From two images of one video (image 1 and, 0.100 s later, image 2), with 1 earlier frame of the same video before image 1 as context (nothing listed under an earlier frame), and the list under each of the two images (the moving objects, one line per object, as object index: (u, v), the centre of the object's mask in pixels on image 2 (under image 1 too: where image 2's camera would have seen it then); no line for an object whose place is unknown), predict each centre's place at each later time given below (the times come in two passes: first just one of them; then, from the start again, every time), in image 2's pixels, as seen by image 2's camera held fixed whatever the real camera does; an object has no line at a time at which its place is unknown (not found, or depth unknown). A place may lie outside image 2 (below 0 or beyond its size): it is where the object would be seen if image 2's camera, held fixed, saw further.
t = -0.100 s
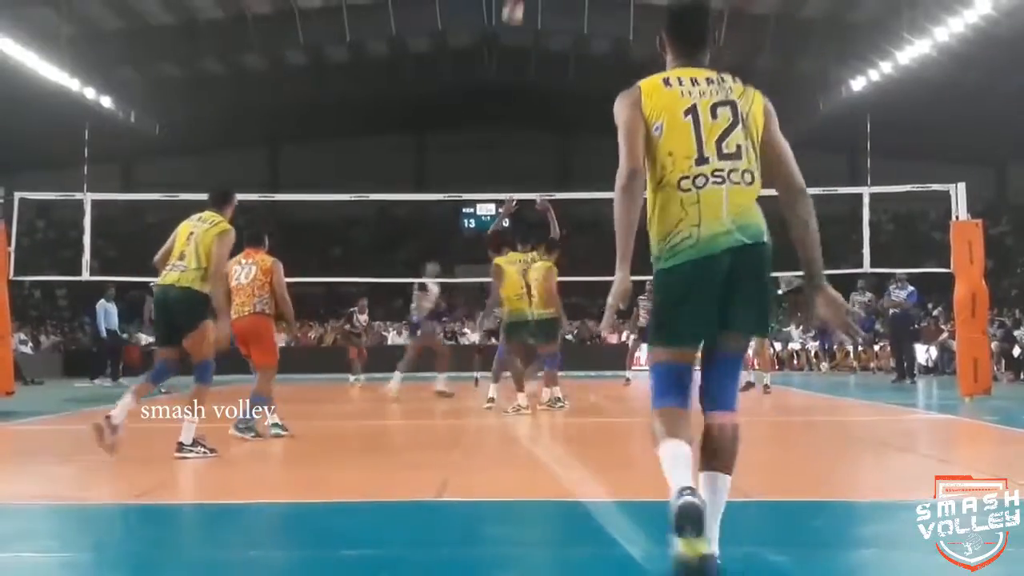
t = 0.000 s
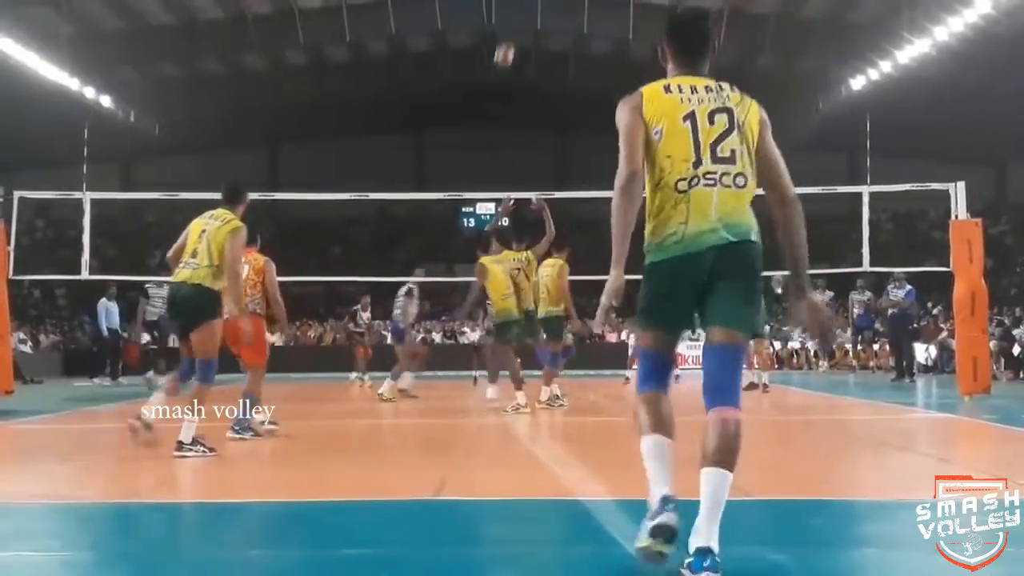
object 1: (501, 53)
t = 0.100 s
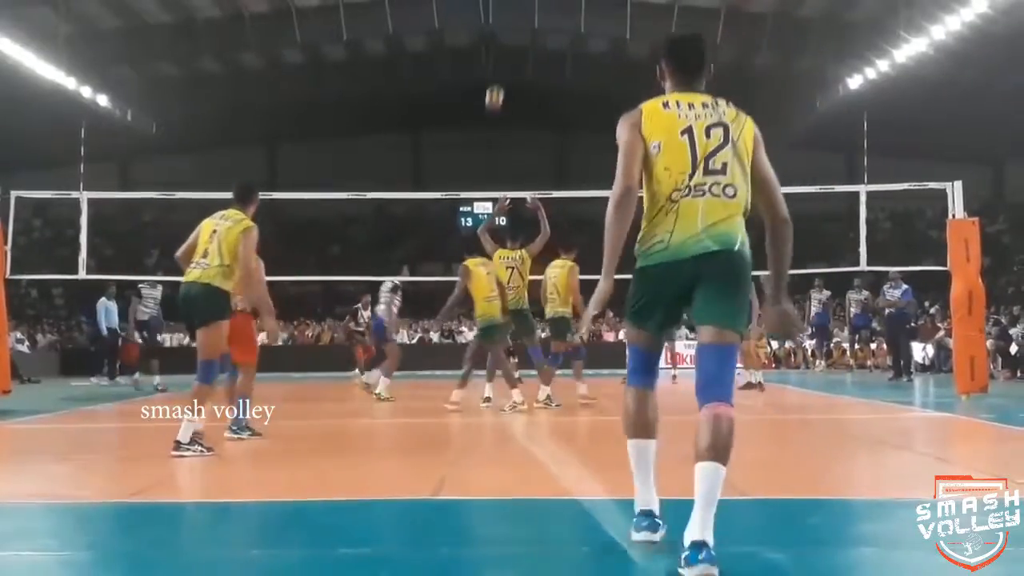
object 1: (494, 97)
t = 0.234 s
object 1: (489, 153)
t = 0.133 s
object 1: (492, 112)
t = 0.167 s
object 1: (491, 126)
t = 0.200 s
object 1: (490, 140)
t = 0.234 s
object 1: (489, 153)
